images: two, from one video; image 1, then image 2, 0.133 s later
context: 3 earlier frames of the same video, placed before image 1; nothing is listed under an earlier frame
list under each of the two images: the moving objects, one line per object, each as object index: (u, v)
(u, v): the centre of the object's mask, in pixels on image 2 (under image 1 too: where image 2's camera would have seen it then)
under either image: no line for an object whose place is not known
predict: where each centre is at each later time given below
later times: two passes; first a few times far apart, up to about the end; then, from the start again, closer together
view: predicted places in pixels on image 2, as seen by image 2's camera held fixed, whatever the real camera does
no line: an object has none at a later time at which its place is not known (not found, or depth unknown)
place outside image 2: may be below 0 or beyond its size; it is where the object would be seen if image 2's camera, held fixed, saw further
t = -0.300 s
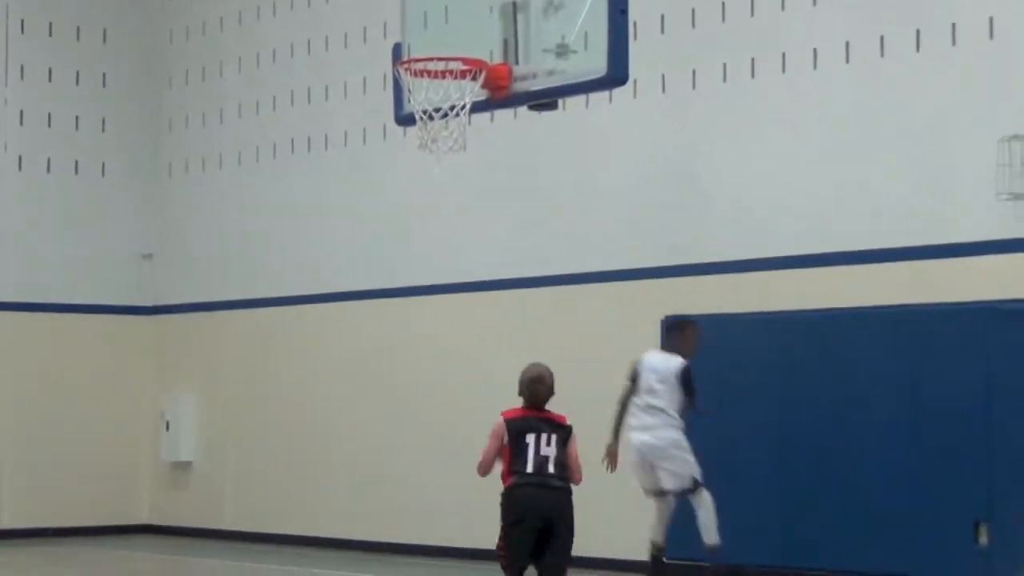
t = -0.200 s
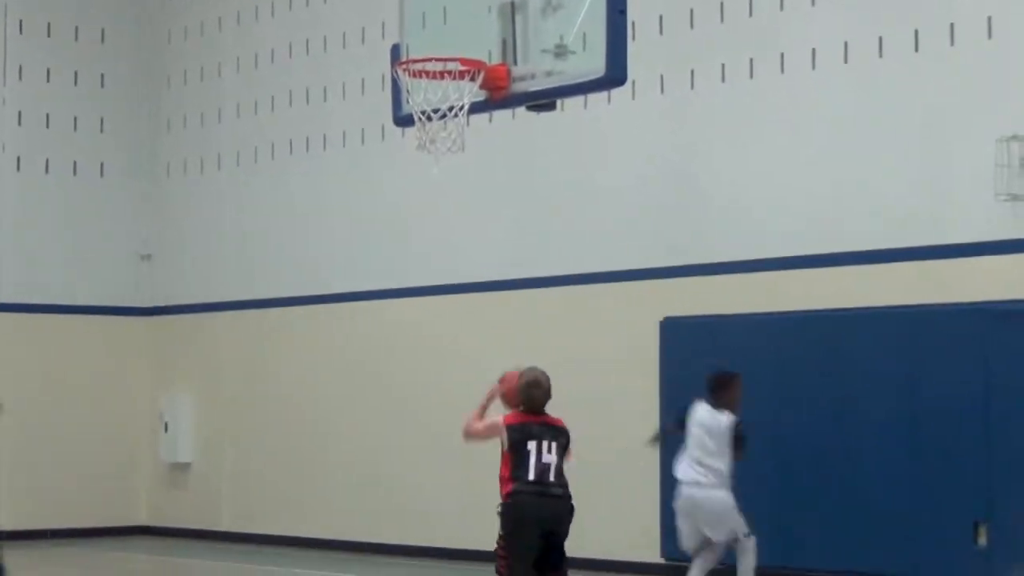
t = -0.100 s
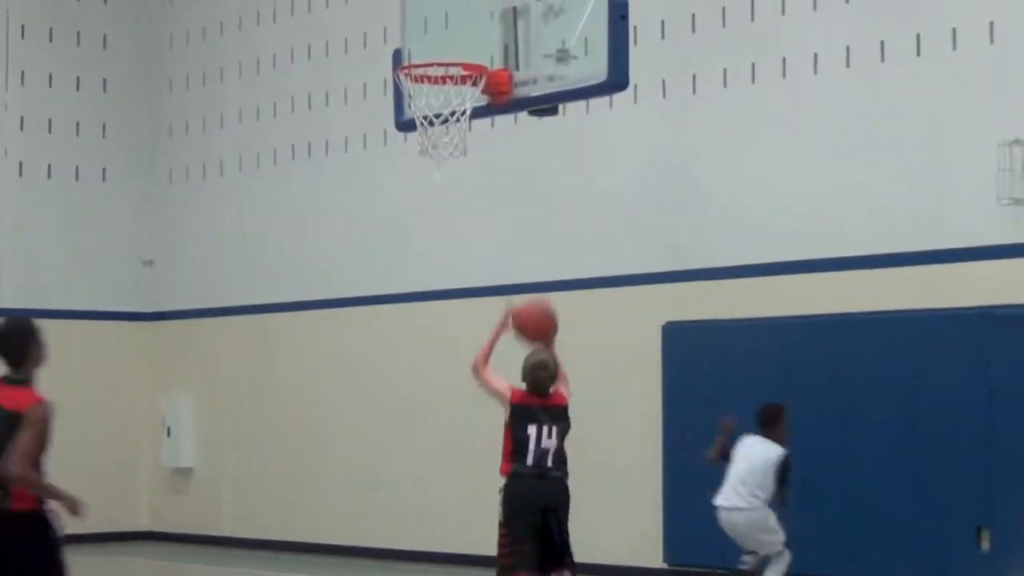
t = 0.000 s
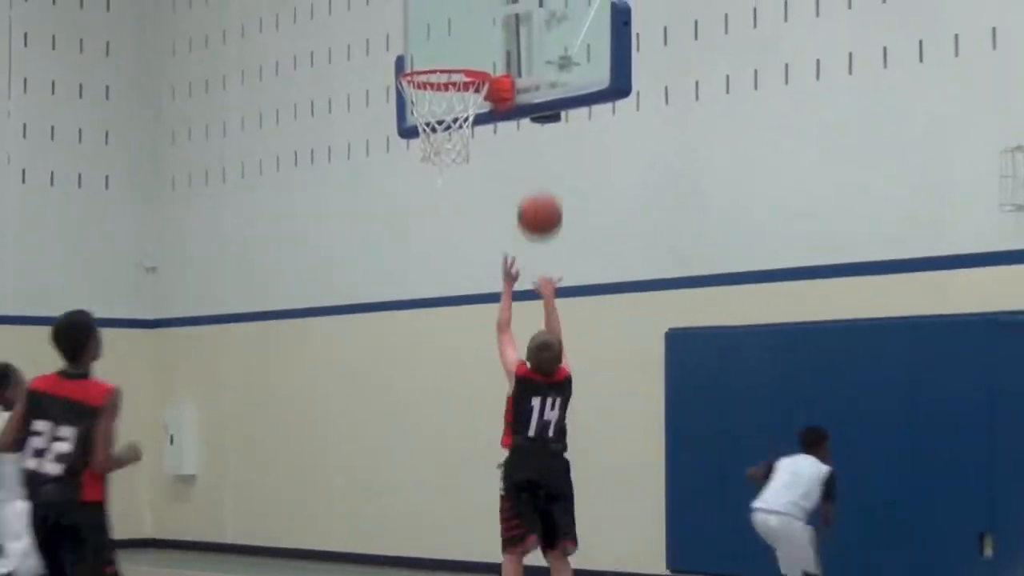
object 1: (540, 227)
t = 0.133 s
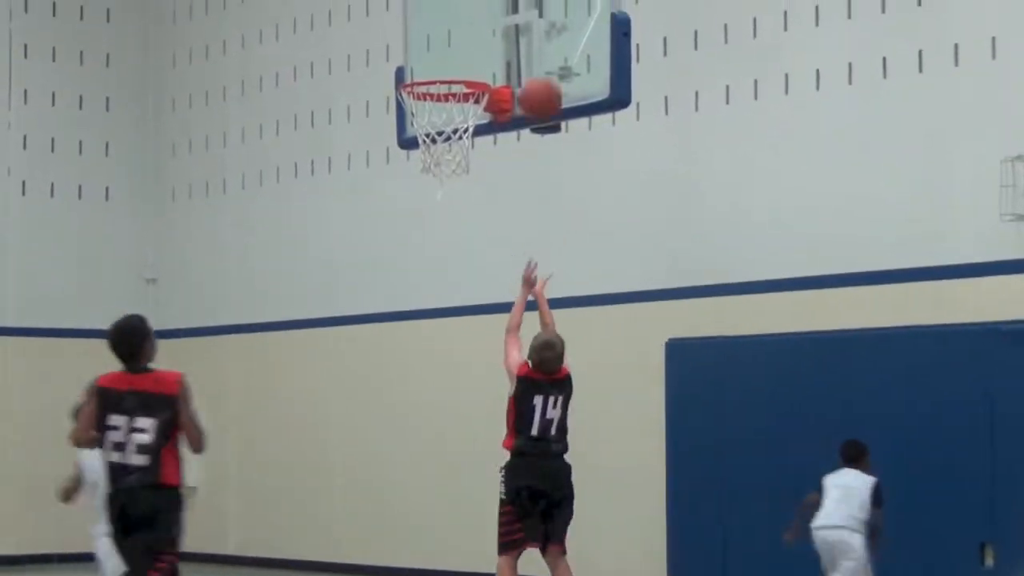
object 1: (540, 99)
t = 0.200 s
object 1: (540, 49)
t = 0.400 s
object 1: (516, -10)
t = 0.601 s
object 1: (484, -1)
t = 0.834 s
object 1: (453, 63)
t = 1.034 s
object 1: (441, 69)
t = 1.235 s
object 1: (447, 114)
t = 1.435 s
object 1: (457, 203)
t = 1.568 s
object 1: (459, 298)
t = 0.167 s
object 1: (540, 73)
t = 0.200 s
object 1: (540, 49)
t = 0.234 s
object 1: (539, 28)
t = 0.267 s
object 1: (539, 10)
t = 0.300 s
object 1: (533, 2)
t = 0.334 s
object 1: (527, -3)
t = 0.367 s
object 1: (522, -7)
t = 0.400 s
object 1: (516, -10)
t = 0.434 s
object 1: (511, -13)
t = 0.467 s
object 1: (505, -13)
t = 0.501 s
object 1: (499, -14)
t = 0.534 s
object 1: (495, -13)
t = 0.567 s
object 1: (489, -9)
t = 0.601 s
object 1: (484, -1)
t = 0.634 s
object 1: (478, 10)
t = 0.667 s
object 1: (473, 22)
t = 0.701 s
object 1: (467, 36)
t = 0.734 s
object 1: (462, 52)
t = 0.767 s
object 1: (458, 63)
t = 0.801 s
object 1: (455, 62)
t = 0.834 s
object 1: (453, 63)
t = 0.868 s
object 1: (450, 67)
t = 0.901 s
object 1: (448, 72)
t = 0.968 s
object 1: (442, 81)
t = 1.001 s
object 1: (441, 79)
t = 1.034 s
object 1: (441, 69)
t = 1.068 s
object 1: (440, 69)
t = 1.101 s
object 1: (439, 80)
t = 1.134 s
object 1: (438, 85)
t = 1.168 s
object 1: (441, 93)
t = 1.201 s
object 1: (444, 103)
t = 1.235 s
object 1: (447, 114)
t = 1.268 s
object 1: (450, 122)
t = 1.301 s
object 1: (455, 137)
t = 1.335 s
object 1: (456, 152)
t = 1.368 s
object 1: (456, 173)
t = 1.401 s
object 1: (458, 186)
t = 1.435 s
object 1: (457, 203)
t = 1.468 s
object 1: (458, 225)
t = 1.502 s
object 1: (458, 247)
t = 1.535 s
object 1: (459, 271)
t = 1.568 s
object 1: (459, 298)
